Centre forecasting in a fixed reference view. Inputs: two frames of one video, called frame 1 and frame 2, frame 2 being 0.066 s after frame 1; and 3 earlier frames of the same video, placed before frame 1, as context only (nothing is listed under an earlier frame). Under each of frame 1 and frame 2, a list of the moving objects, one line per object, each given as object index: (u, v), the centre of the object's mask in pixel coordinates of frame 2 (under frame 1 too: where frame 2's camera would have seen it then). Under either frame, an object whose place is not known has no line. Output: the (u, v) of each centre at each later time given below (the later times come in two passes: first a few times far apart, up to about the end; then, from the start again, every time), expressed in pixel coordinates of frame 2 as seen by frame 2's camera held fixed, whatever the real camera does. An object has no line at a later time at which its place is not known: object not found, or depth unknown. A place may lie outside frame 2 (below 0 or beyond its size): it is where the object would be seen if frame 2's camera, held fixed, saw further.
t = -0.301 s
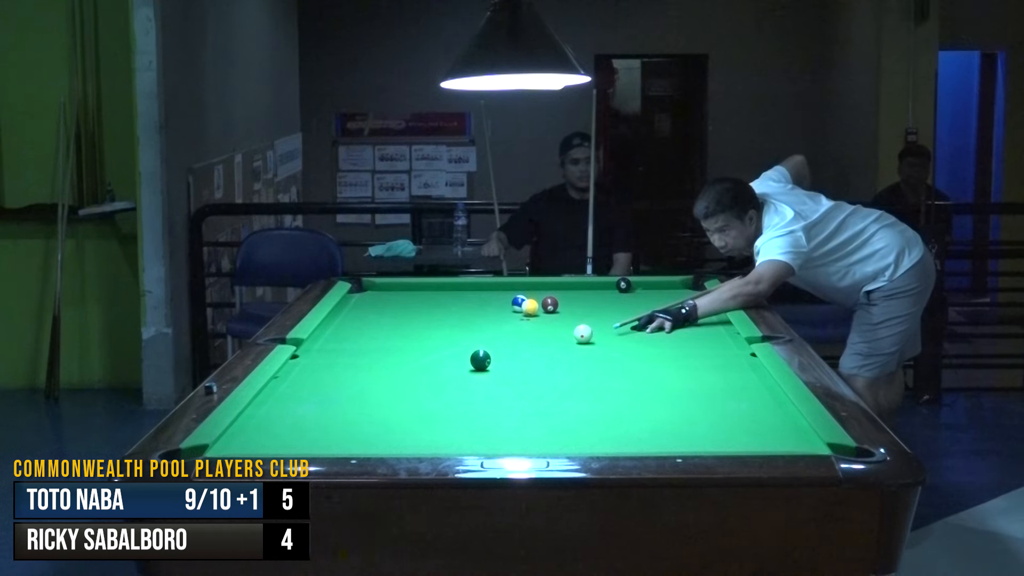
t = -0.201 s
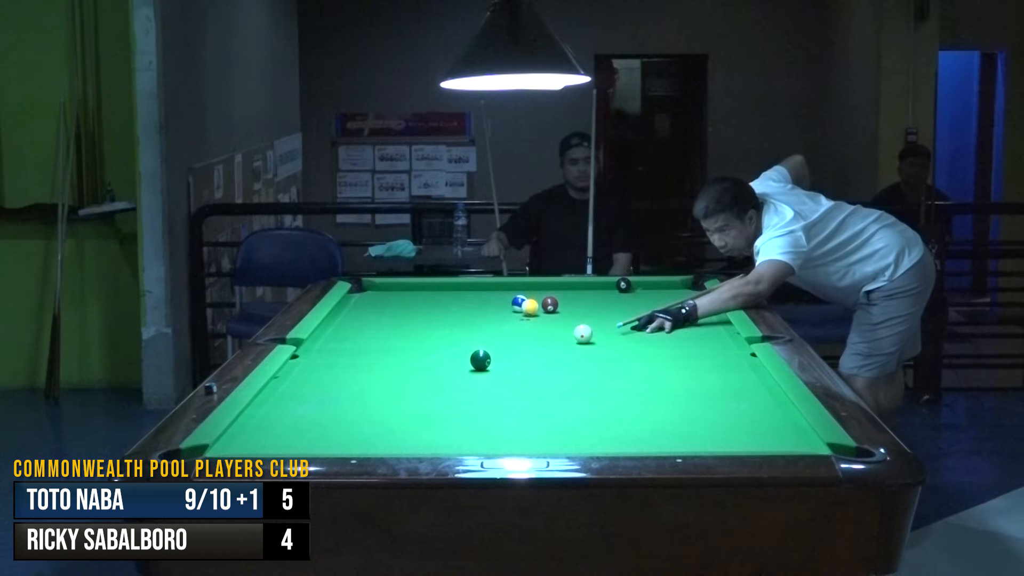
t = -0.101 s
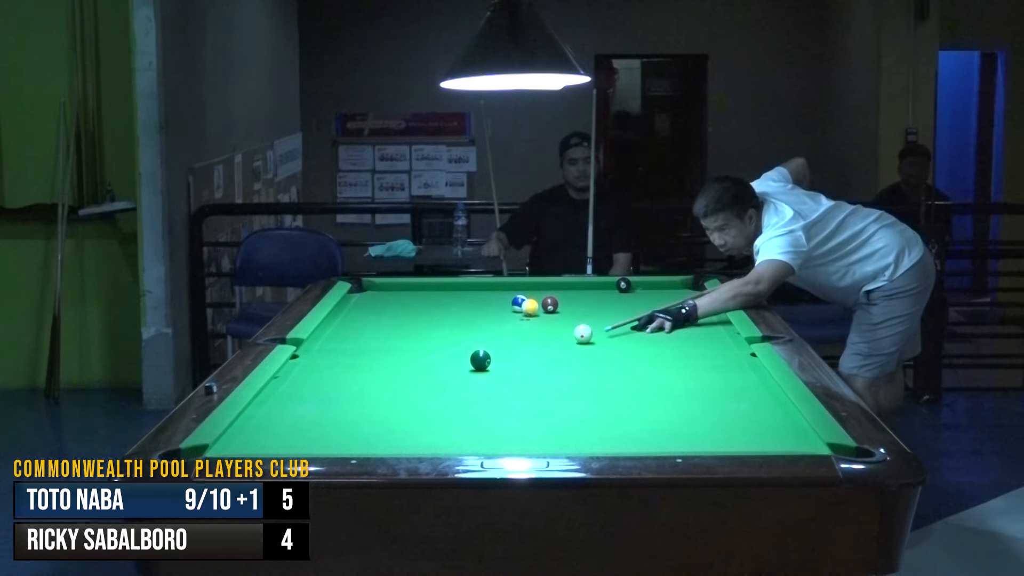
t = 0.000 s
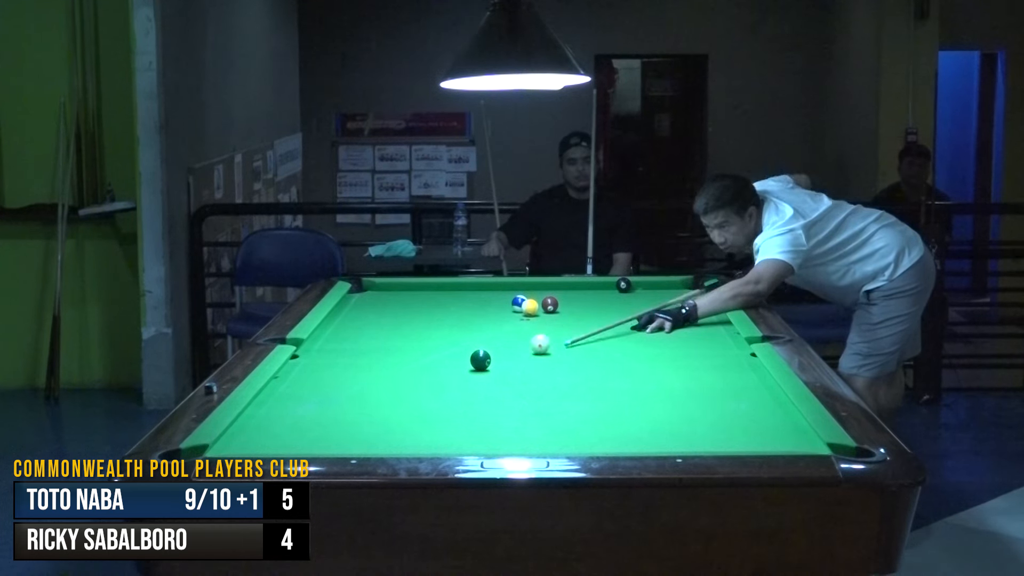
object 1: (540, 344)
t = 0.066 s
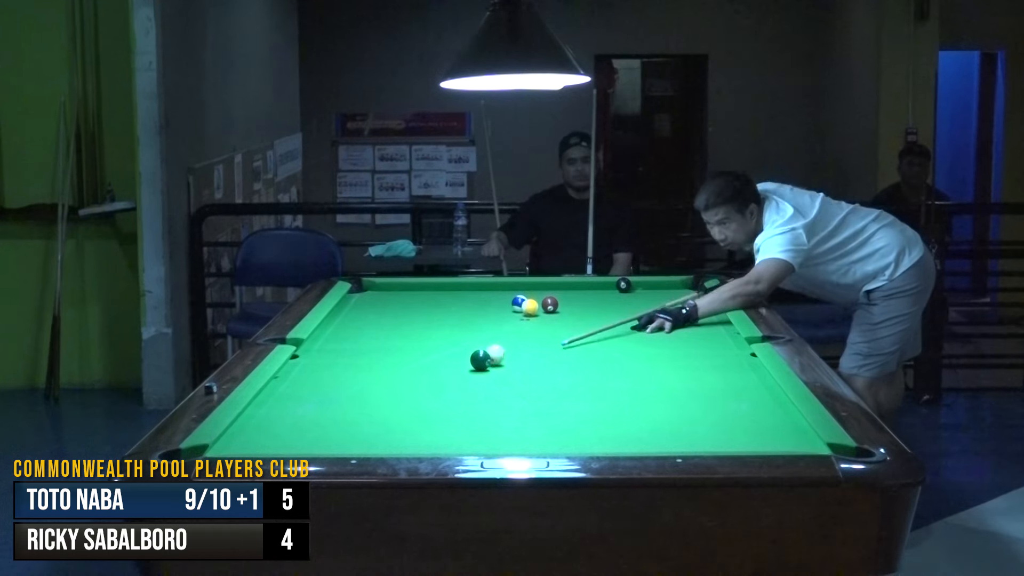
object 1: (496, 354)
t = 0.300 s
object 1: (469, 350)
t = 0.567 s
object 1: (461, 341)
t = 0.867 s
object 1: (454, 333)
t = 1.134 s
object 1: (447, 325)
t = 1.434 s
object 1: (441, 319)
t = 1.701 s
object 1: (437, 313)
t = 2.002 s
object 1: (431, 307)
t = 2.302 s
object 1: (427, 302)
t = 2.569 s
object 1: (423, 298)
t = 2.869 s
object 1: (419, 294)
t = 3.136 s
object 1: (416, 291)
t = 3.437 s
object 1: (412, 288)
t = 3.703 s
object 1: (410, 285)
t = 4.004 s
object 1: (408, 287)
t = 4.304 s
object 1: (407, 288)
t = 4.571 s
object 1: (406, 289)
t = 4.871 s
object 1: (406, 290)
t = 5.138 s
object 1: (406, 291)
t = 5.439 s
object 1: (405, 291)
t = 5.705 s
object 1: (404, 291)
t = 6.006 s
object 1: (405, 291)
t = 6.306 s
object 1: (404, 291)
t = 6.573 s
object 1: (405, 291)
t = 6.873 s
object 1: (405, 291)
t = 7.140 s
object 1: (405, 291)
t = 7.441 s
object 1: (405, 291)
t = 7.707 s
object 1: (405, 291)
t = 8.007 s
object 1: (405, 291)
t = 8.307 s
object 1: (405, 291)
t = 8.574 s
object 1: (405, 291)
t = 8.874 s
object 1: (405, 291)
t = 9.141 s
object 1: (405, 291)
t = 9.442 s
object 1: (405, 291)
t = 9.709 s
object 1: (405, 291)
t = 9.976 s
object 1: (405, 291)
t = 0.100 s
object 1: (485, 355)
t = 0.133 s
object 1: (480, 355)
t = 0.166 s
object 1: (476, 354)
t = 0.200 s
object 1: (473, 353)
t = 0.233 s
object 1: (471, 352)
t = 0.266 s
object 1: (470, 351)
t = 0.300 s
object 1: (469, 350)
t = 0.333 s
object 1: (468, 349)
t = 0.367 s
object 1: (467, 348)
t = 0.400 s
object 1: (466, 347)
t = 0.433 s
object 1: (465, 345)
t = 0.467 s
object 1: (464, 344)
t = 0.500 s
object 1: (463, 343)
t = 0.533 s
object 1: (462, 342)
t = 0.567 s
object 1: (461, 341)
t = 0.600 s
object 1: (460, 340)
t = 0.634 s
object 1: (460, 339)
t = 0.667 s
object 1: (459, 338)
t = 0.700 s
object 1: (458, 337)
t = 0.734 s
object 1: (457, 336)
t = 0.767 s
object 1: (456, 335)
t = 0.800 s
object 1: (455, 334)
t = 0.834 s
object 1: (455, 333)
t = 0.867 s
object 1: (454, 333)
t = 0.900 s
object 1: (453, 332)
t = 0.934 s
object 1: (452, 331)
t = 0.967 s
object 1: (451, 330)
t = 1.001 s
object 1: (450, 329)
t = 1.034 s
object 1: (450, 328)
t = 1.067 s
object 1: (449, 327)
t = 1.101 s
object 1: (448, 326)
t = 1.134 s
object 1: (447, 325)
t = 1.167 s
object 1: (447, 325)
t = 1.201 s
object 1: (446, 324)
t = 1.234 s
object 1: (445, 323)
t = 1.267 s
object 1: (445, 322)
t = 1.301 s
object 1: (444, 322)
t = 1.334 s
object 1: (443, 321)
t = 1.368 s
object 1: (443, 320)
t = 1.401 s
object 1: (442, 319)
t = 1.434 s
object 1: (441, 319)
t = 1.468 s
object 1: (441, 318)
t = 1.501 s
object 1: (440, 317)
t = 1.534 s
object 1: (439, 316)
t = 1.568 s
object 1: (439, 316)
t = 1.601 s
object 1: (438, 315)
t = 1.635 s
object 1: (438, 314)
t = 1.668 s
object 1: (437, 314)
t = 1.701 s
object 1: (437, 313)
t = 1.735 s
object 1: (436, 312)
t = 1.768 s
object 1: (435, 311)
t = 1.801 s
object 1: (435, 311)
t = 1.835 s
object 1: (434, 310)
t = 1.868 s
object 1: (434, 310)
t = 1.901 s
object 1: (433, 309)
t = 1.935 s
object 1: (432, 308)
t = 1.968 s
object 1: (432, 308)
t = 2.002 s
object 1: (431, 307)
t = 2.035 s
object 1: (431, 306)
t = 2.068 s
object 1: (431, 306)
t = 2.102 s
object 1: (430, 305)
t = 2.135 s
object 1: (430, 305)
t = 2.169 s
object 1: (429, 304)
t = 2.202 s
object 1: (428, 304)
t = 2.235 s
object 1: (428, 303)
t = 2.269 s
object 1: (427, 302)
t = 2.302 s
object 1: (427, 302)
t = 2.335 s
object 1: (426, 301)
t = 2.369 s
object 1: (426, 301)
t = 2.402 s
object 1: (426, 300)
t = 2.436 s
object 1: (425, 300)
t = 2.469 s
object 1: (425, 299)
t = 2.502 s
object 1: (424, 299)
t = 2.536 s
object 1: (423, 299)
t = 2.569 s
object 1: (423, 298)
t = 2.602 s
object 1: (423, 298)
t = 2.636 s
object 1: (422, 297)
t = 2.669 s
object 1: (422, 297)
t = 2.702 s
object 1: (421, 296)
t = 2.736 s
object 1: (421, 296)
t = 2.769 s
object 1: (421, 295)
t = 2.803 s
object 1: (420, 295)
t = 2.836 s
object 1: (419, 294)
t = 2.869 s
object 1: (419, 294)
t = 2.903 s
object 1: (419, 293)
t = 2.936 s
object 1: (418, 293)
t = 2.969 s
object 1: (418, 293)
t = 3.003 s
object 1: (417, 292)
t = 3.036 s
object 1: (417, 292)
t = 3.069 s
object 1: (416, 291)
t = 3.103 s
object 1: (416, 291)
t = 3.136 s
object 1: (416, 291)
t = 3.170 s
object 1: (415, 290)
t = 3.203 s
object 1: (415, 290)
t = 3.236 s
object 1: (414, 290)
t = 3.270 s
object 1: (414, 289)
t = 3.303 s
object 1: (414, 289)
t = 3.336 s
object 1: (414, 289)
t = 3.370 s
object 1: (413, 288)
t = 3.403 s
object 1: (413, 288)
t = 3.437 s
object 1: (412, 288)
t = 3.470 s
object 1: (412, 287)
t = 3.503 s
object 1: (412, 287)
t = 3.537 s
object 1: (411, 287)
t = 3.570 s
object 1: (411, 286)
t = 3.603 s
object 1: (411, 286)
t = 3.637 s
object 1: (410, 286)
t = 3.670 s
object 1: (410, 285)
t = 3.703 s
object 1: (410, 285)
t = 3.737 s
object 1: (410, 286)
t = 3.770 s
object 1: (409, 286)
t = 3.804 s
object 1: (409, 286)
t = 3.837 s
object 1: (409, 286)
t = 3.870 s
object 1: (409, 286)
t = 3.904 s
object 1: (409, 286)
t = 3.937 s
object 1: (409, 286)
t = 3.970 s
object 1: (409, 287)
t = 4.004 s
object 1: (408, 287)
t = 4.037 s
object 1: (408, 287)
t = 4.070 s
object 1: (408, 287)
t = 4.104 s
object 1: (407, 287)
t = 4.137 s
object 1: (407, 287)
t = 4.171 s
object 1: (407, 288)
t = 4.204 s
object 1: (407, 288)
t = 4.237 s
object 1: (407, 288)
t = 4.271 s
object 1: (407, 288)
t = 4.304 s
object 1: (407, 288)
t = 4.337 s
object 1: (406, 288)
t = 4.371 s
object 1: (406, 289)
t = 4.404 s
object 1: (406, 289)
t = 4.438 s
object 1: (406, 289)
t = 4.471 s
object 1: (406, 289)
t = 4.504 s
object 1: (406, 289)
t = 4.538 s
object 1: (406, 289)
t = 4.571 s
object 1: (406, 289)
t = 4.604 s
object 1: (406, 290)
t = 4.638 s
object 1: (406, 290)
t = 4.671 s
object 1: (406, 290)
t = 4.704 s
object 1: (406, 290)
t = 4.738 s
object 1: (406, 290)
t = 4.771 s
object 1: (406, 290)
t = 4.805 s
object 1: (406, 290)
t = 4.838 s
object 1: (406, 290)
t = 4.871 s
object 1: (406, 290)
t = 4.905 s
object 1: (406, 290)
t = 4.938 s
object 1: (406, 290)
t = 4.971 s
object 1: (406, 290)
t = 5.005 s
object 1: (406, 290)
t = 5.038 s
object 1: (406, 290)
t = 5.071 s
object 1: (406, 291)
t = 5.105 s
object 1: (406, 291)
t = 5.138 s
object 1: (406, 291)
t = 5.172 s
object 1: (406, 291)
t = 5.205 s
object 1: (406, 291)
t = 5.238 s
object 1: (406, 291)
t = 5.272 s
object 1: (405, 291)
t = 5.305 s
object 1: (405, 291)
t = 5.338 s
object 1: (405, 291)
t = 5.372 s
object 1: (405, 291)
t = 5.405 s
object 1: (405, 291)
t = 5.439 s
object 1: (405, 291)
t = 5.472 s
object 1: (405, 291)
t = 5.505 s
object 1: (405, 291)
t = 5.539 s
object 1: (405, 291)
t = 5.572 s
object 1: (405, 291)
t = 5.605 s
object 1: (404, 291)
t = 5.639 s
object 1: (404, 291)
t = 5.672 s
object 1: (404, 291)
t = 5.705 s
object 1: (404, 291)
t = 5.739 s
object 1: (404, 291)
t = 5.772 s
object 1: (404, 291)
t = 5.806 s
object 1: (405, 291)
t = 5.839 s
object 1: (404, 291)
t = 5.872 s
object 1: (405, 291)
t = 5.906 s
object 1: (405, 291)
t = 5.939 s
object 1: (405, 291)
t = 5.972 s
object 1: (404, 291)
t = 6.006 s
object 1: (405, 291)
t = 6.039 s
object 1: (404, 291)
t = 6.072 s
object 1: (404, 291)
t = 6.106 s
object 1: (404, 291)
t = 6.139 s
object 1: (404, 291)
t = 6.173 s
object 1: (404, 291)
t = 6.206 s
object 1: (404, 291)
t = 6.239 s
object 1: (404, 291)
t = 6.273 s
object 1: (404, 291)
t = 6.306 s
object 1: (404, 291)
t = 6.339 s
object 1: (405, 291)
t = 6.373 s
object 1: (404, 291)
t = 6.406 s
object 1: (404, 291)
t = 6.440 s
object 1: (404, 291)
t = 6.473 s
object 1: (404, 291)
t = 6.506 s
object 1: (405, 291)
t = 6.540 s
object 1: (405, 291)
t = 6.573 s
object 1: (405, 291)
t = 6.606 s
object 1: (405, 291)
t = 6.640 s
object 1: (405, 291)
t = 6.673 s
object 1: (404, 291)
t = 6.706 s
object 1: (404, 291)
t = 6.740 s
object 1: (405, 291)
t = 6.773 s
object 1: (404, 291)
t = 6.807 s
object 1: (405, 291)
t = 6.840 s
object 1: (405, 291)
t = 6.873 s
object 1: (405, 291)
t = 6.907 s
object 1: (404, 291)
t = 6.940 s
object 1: (405, 291)
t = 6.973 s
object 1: (405, 291)
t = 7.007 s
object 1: (404, 291)
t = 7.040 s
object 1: (405, 291)
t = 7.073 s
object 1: (405, 291)
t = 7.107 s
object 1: (405, 291)
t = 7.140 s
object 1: (405, 291)
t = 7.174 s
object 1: (405, 291)
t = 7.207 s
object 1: (405, 291)
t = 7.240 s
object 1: (405, 291)
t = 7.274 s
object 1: (405, 291)
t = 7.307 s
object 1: (405, 291)
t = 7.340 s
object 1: (405, 291)
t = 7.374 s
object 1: (405, 291)
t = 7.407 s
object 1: (405, 291)
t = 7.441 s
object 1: (405, 291)
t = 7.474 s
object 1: (405, 291)
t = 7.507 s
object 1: (405, 291)
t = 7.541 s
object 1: (405, 291)
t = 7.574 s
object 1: (405, 291)
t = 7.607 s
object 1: (405, 291)
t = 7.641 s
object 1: (405, 291)
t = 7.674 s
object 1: (405, 291)
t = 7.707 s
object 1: (405, 291)
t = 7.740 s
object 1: (405, 291)
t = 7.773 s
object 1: (405, 291)
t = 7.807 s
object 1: (405, 291)
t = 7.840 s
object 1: (405, 291)
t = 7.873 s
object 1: (405, 291)
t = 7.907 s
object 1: (405, 291)
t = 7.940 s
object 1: (405, 291)
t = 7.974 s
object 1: (405, 291)
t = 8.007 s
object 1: (405, 291)
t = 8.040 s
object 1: (405, 291)
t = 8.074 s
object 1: (405, 291)
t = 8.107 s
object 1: (405, 291)
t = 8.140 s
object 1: (405, 291)
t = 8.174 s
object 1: (405, 291)
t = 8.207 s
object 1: (405, 291)
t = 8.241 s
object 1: (405, 291)
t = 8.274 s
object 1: (405, 291)
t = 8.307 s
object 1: (405, 291)
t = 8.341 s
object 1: (405, 291)
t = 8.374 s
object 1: (405, 291)
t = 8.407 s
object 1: (405, 291)
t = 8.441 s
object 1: (405, 291)
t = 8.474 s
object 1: (405, 291)
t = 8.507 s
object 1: (405, 291)
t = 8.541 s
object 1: (405, 291)
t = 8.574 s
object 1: (405, 291)
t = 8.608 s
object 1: (405, 291)
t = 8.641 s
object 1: (405, 291)
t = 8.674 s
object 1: (405, 291)
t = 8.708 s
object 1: (405, 291)
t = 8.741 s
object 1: (405, 291)
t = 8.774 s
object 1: (405, 291)
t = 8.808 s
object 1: (405, 291)
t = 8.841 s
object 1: (405, 291)
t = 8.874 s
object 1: (405, 291)
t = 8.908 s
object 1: (405, 291)
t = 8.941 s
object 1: (405, 291)
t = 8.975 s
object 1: (405, 291)
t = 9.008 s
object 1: (405, 291)
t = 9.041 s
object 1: (405, 291)
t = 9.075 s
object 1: (405, 291)
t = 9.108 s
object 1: (405, 291)
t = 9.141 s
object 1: (405, 291)
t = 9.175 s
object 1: (405, 291)
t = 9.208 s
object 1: (405, 291)
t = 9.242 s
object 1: (405, 291)
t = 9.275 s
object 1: (405, 291)
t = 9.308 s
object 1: (405, 291)
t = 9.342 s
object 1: (405, 291)
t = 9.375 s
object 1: (405, 291)
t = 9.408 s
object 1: (405, 291)
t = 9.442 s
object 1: (405, 291)
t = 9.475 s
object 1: (405, 291)
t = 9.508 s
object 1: (405, 291)
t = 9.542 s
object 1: (405, 291)
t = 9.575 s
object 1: (405, 291)
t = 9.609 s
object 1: (405, 291)
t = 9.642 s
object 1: (405, 291)
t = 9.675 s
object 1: (405, 291)
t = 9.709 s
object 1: (405, 291)
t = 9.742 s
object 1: (405, 291)
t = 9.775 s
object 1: (405, 291)
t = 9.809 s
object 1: (405, 291)
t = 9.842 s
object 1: (405, 291)
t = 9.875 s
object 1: (405, 291)
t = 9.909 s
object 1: (405, 291)
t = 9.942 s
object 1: (405, 291)
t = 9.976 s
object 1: (405, 291)
